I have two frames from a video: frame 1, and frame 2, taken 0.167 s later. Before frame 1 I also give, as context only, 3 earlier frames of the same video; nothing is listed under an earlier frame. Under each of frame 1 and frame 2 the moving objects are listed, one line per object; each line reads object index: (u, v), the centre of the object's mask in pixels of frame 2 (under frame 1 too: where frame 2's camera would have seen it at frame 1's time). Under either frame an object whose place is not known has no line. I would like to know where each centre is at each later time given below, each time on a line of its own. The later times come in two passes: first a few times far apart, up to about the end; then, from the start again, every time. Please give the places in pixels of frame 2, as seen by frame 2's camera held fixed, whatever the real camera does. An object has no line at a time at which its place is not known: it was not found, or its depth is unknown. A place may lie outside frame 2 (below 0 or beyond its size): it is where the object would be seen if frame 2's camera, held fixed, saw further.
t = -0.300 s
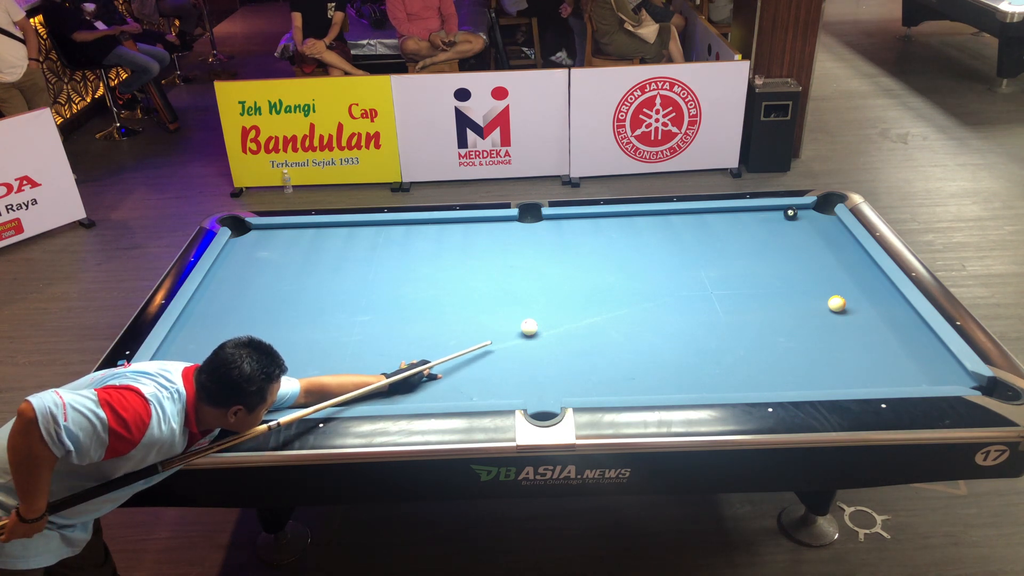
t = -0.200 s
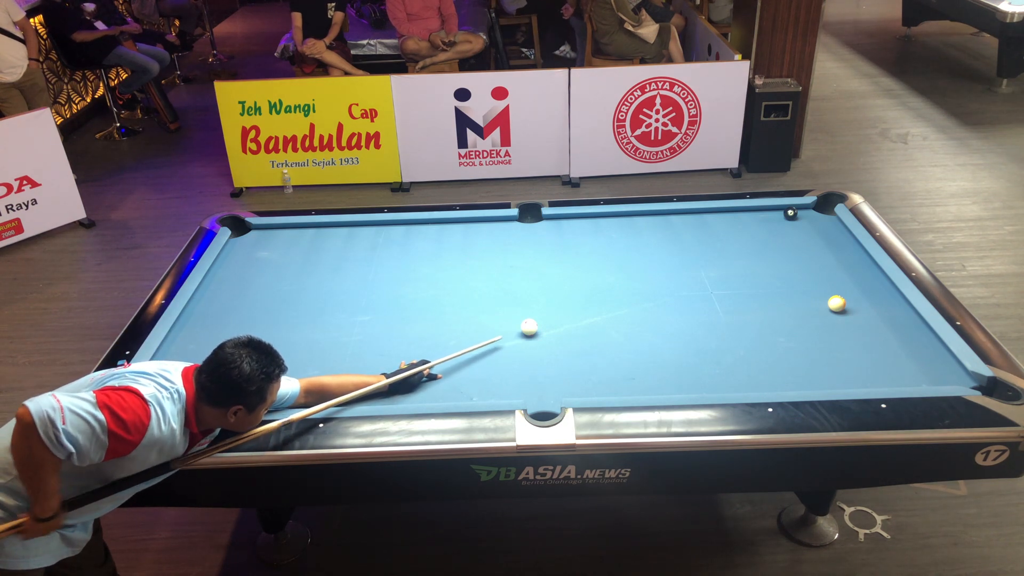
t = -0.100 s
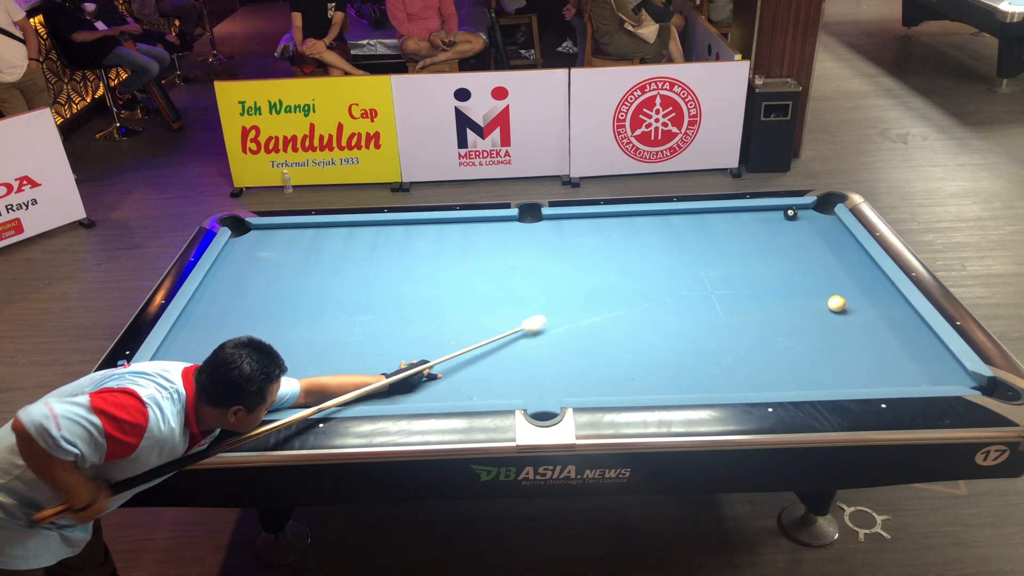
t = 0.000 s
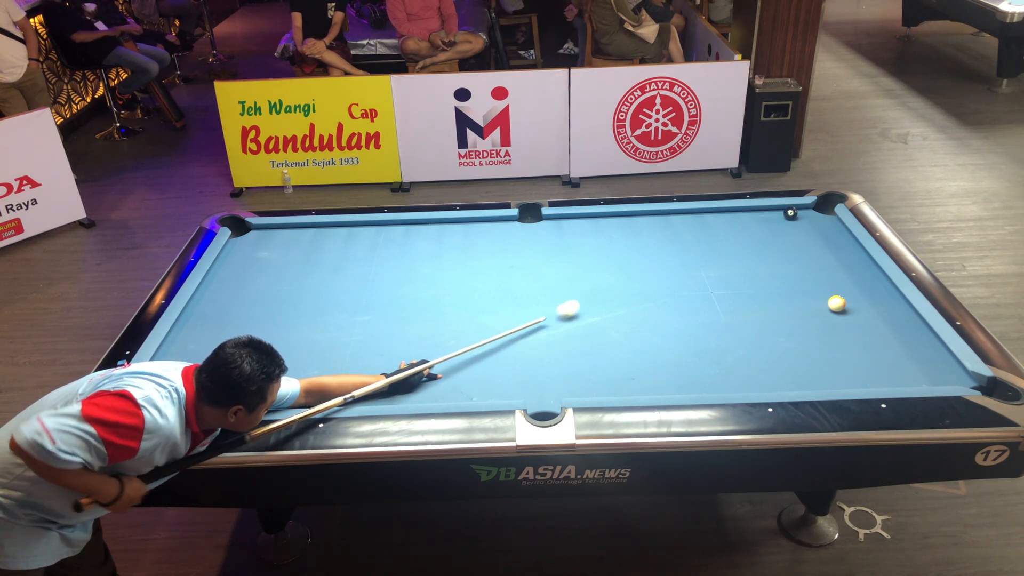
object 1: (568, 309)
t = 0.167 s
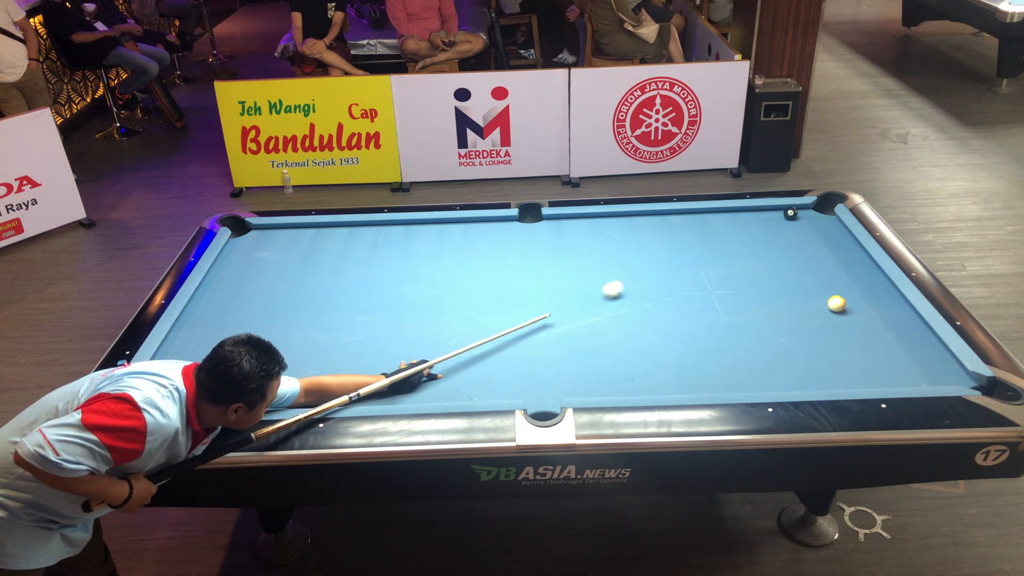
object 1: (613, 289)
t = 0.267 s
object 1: (636, 279)
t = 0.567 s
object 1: (700, 250)
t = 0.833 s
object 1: (751, 228)
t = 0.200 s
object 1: (621, 286)
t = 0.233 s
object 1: (628, 282)
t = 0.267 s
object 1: (636, 279)
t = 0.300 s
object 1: (644, 275)
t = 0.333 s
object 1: (651, 272)
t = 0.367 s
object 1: (658, 269)
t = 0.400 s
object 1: (665, 266)
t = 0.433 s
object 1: (672, 262)
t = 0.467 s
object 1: (680, 259)
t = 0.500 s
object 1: (686, 256)
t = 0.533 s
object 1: (693, 253)
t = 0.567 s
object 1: (700, 250)
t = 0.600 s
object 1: (707, 247)
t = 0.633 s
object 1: (713, 244)
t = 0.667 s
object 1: (720, 242)
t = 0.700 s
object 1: (726, 239)
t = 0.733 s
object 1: (732, 236)
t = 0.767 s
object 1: (738, 233)
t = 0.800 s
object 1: (744, 230)
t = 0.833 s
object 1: (751, 228)
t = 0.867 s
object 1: (756, 225)
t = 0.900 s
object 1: (762, 222)
